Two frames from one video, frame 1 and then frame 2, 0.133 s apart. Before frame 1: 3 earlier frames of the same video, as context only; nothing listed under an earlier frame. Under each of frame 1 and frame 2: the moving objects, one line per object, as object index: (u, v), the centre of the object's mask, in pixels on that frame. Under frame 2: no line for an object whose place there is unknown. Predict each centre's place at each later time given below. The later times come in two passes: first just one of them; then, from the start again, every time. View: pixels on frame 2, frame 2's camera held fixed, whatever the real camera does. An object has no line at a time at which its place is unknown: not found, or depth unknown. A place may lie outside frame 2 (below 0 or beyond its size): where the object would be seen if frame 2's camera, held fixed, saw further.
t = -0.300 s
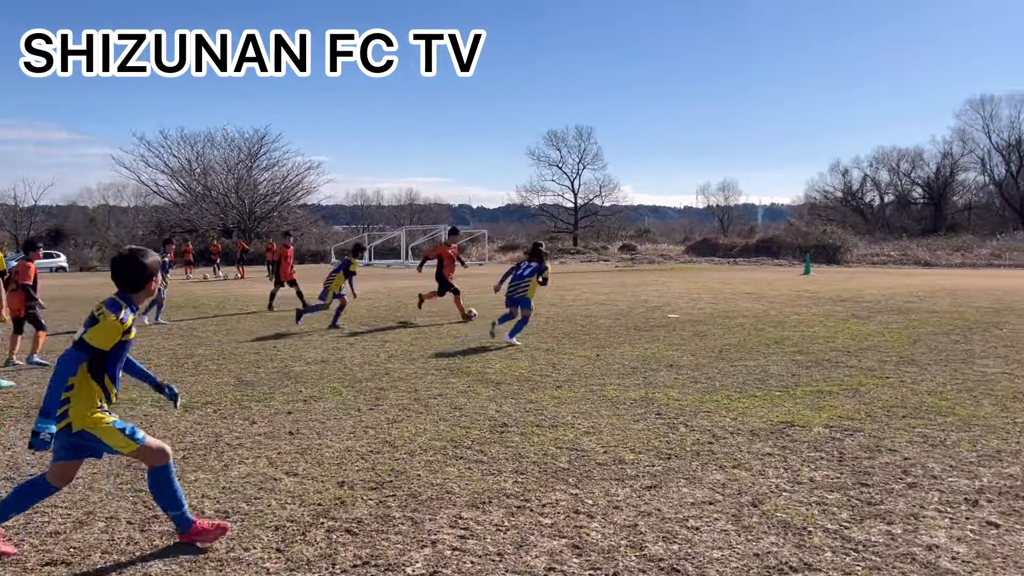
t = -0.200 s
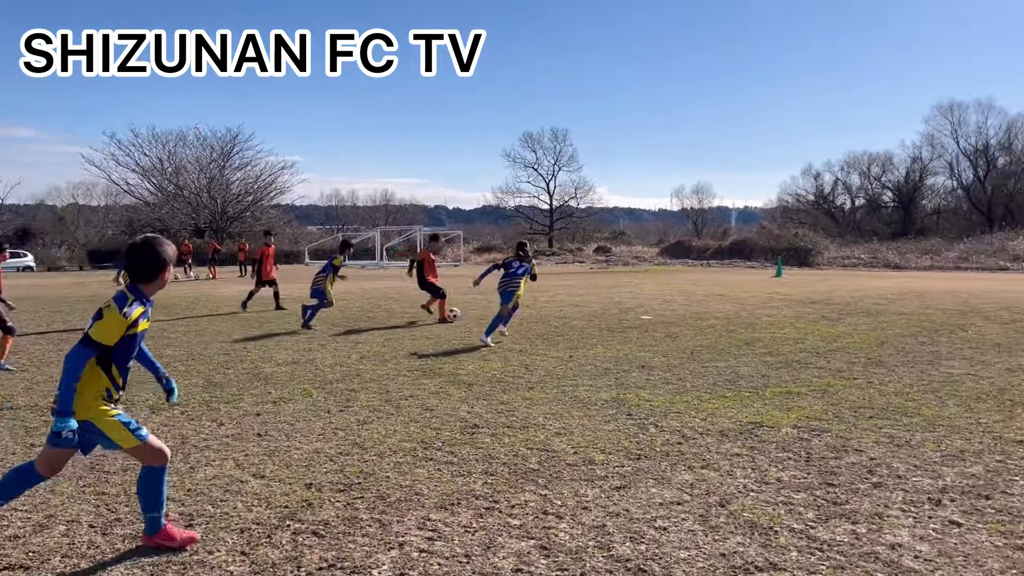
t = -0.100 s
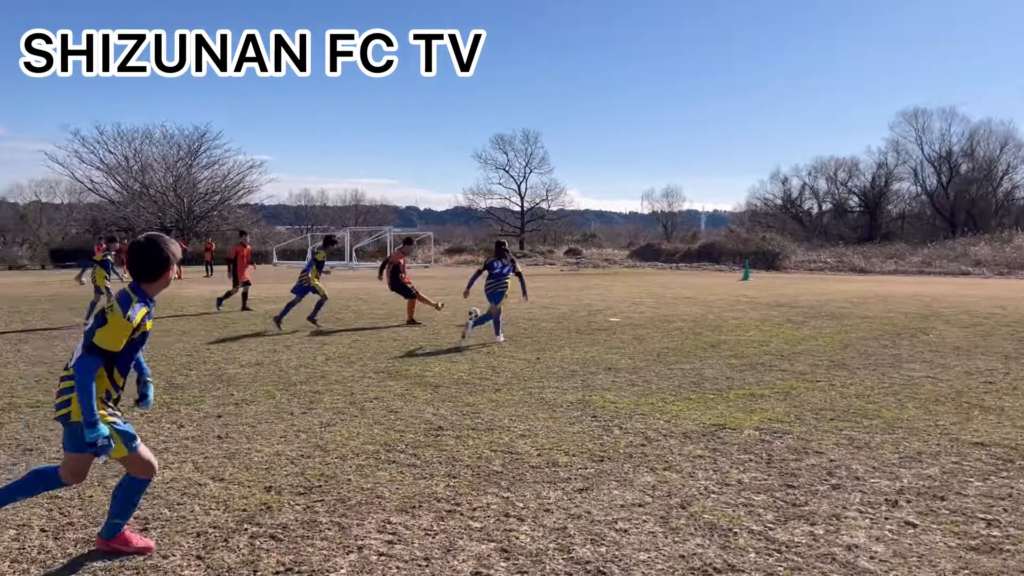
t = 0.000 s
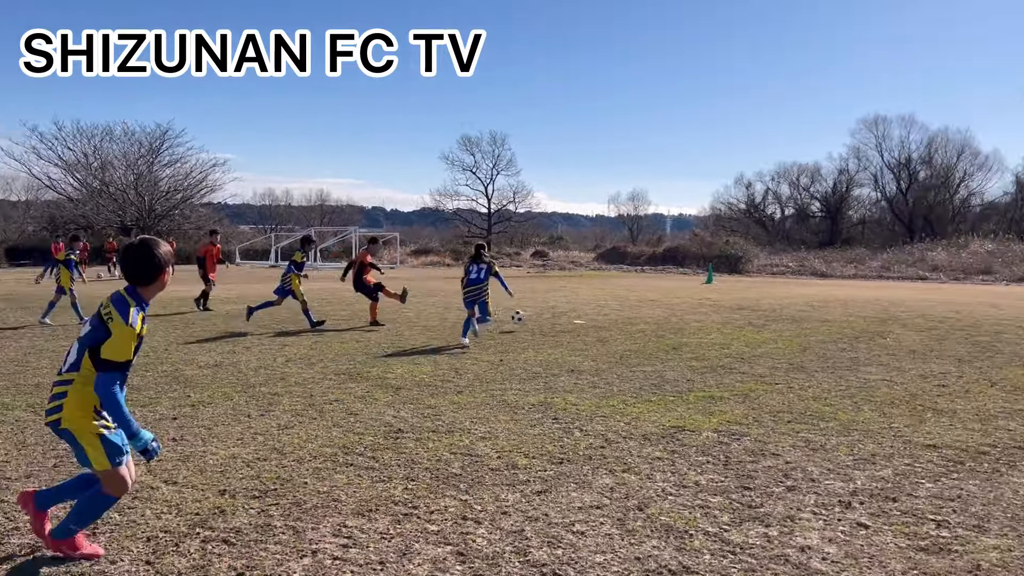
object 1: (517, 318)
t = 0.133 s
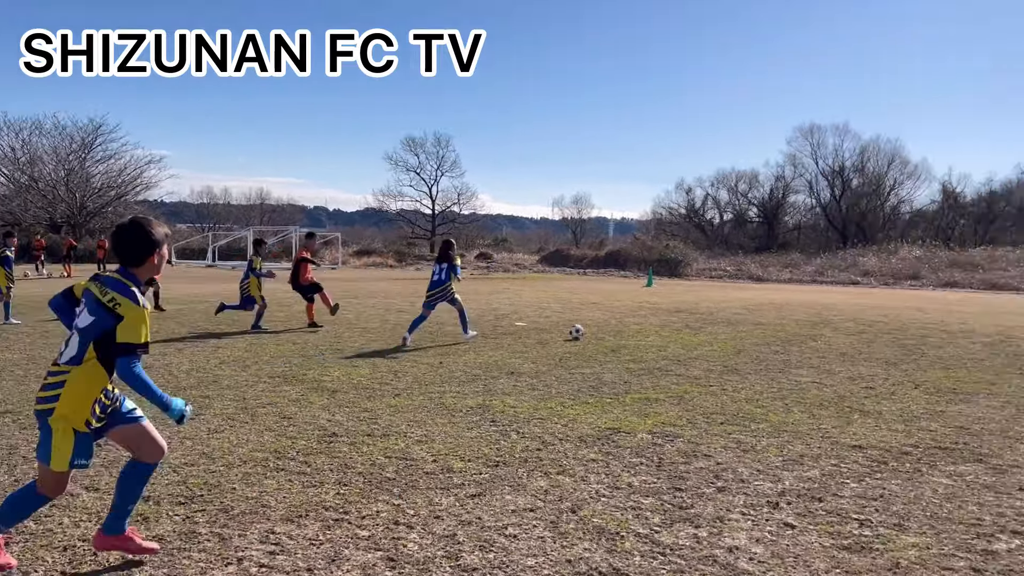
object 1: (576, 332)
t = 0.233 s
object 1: (658, 333)
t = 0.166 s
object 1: (604, 334)
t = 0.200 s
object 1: (630, 333)
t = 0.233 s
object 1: (658, 333)
